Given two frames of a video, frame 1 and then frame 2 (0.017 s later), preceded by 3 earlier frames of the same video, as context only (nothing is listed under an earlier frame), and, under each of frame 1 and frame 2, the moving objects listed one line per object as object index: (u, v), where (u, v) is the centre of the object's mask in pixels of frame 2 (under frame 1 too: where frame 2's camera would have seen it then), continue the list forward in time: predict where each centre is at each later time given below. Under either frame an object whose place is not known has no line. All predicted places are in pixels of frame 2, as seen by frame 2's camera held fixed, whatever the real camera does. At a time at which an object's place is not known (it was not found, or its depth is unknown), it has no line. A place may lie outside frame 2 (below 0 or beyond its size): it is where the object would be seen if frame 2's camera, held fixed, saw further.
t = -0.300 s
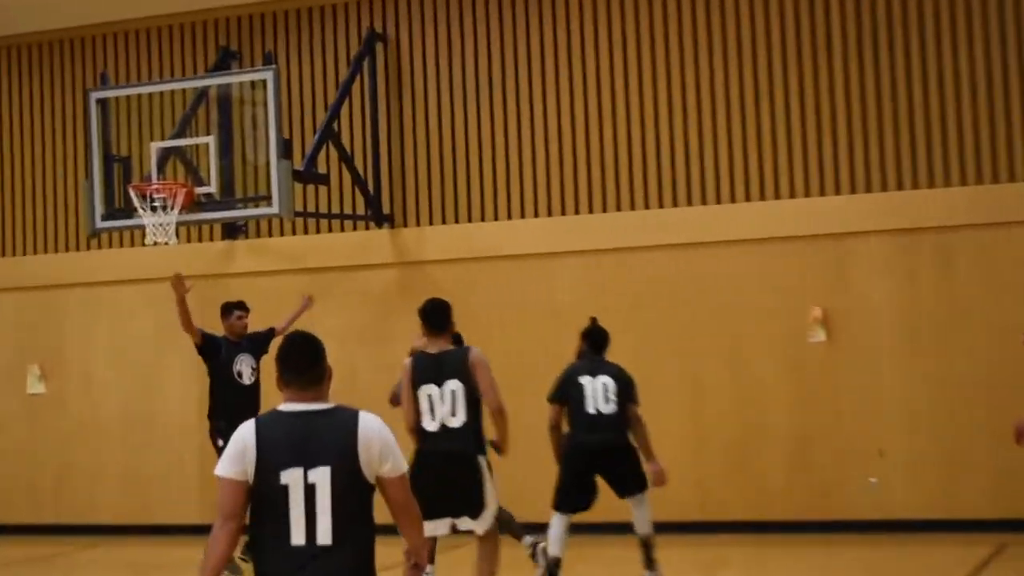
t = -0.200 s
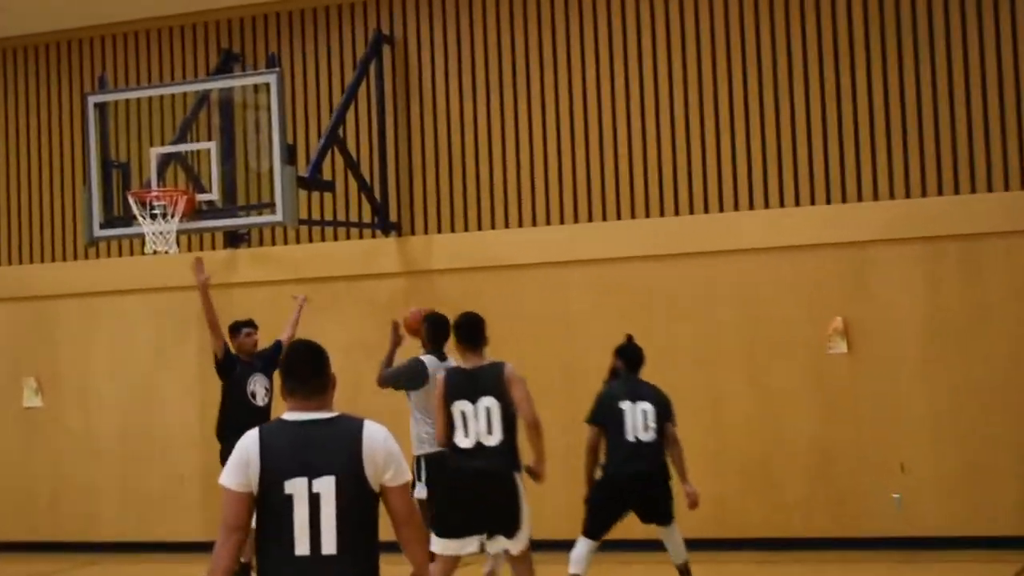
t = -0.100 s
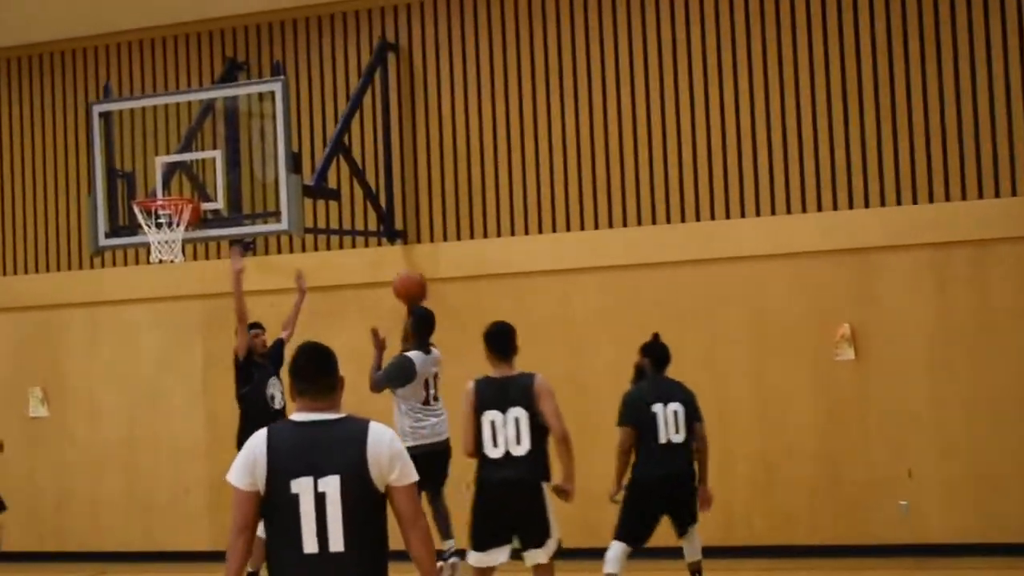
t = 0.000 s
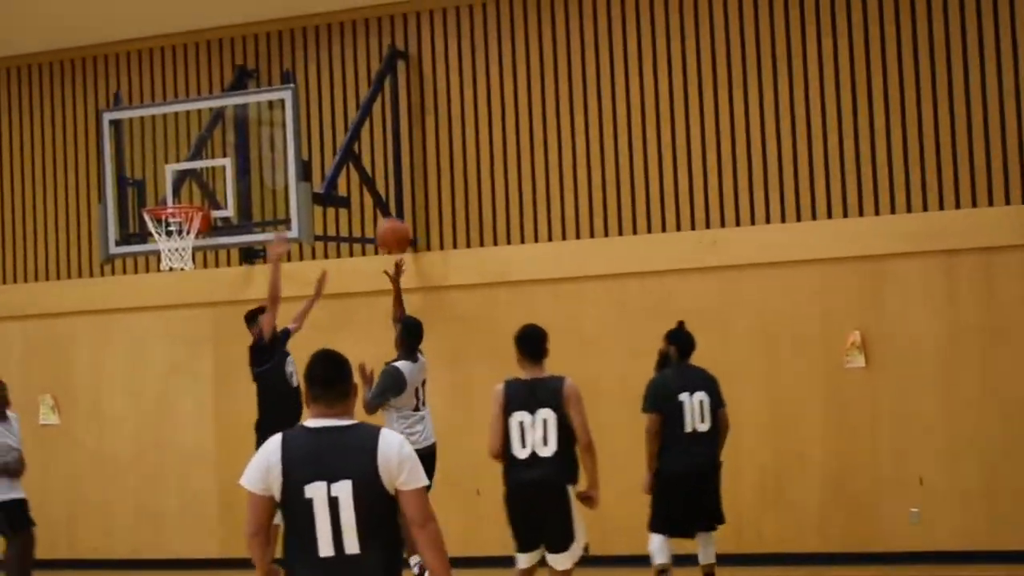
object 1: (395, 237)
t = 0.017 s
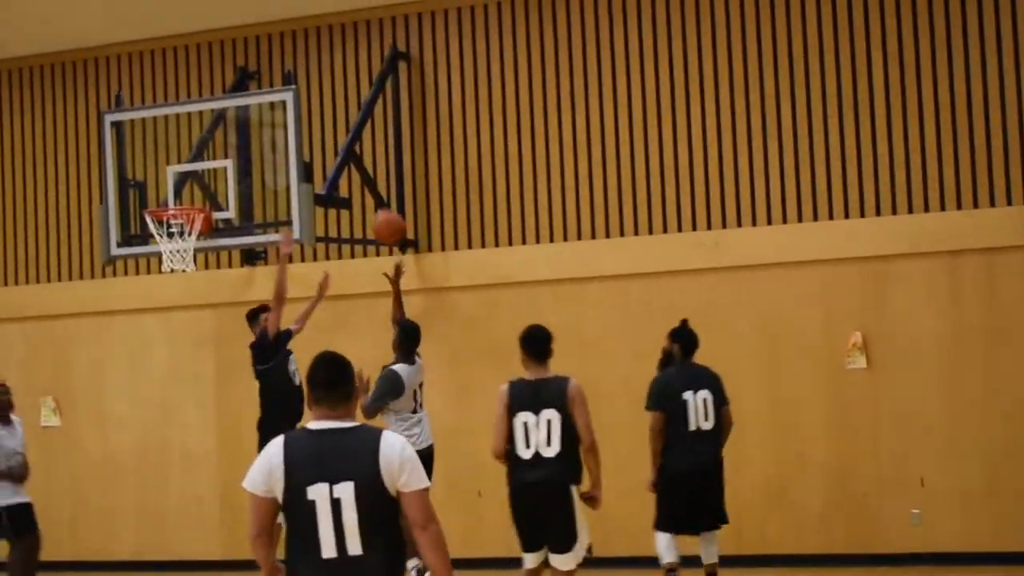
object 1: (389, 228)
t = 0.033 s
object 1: (383, 217)
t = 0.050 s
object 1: (378, 208)
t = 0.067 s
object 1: (372, 200)
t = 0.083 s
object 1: (367, 192)
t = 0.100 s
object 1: (362, 184)
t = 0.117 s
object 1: (358, 177)
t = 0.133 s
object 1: (353, 171)
